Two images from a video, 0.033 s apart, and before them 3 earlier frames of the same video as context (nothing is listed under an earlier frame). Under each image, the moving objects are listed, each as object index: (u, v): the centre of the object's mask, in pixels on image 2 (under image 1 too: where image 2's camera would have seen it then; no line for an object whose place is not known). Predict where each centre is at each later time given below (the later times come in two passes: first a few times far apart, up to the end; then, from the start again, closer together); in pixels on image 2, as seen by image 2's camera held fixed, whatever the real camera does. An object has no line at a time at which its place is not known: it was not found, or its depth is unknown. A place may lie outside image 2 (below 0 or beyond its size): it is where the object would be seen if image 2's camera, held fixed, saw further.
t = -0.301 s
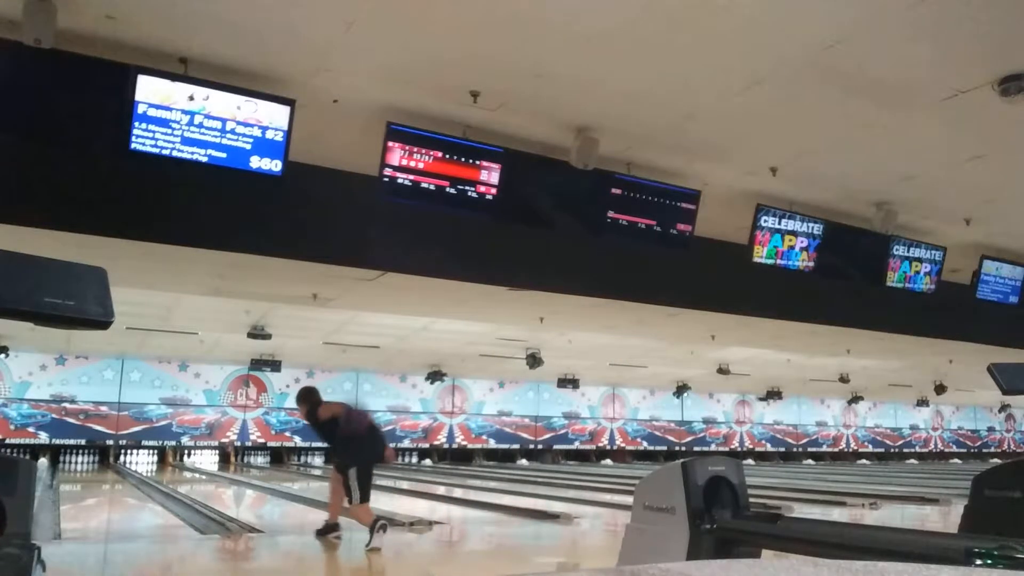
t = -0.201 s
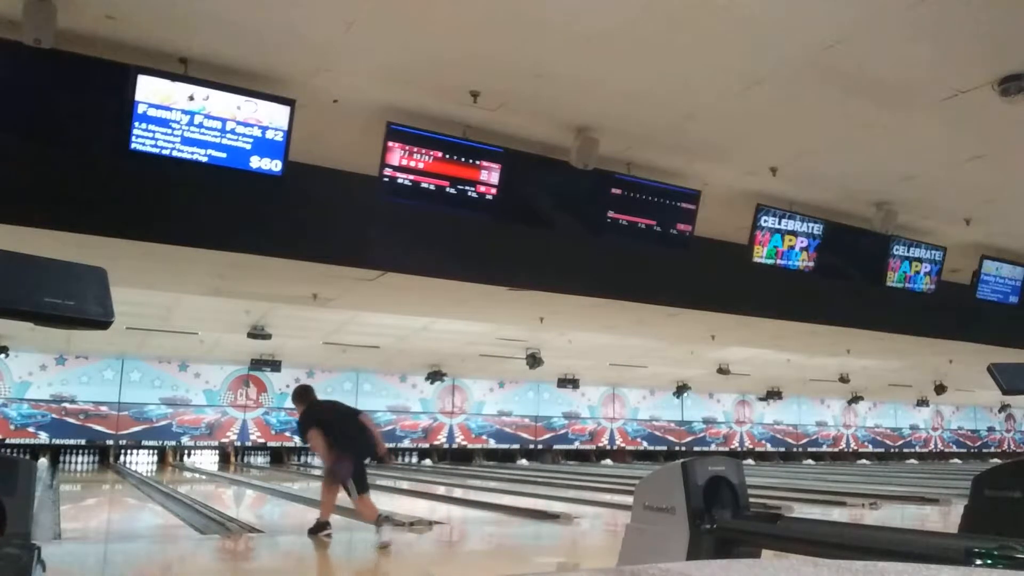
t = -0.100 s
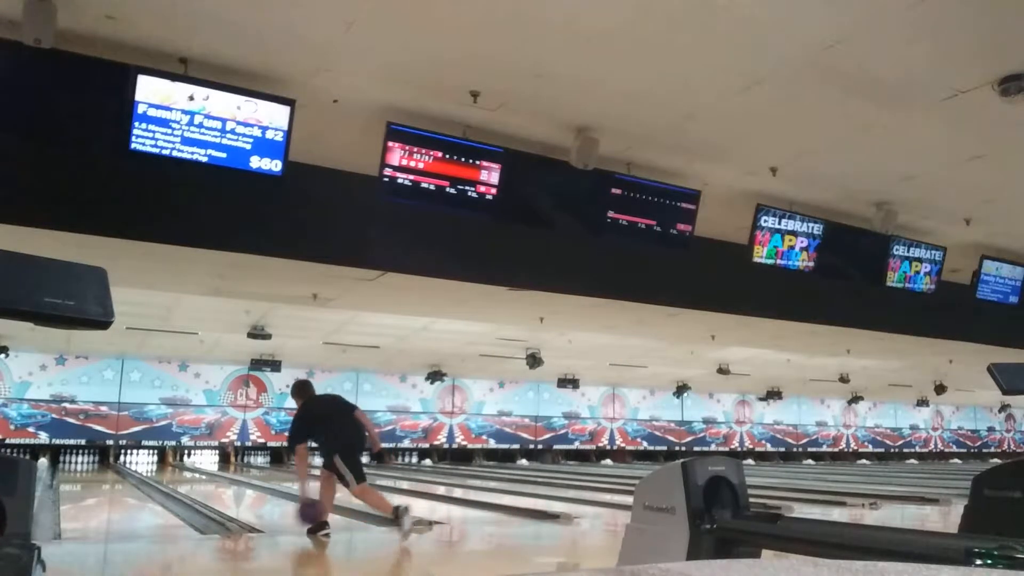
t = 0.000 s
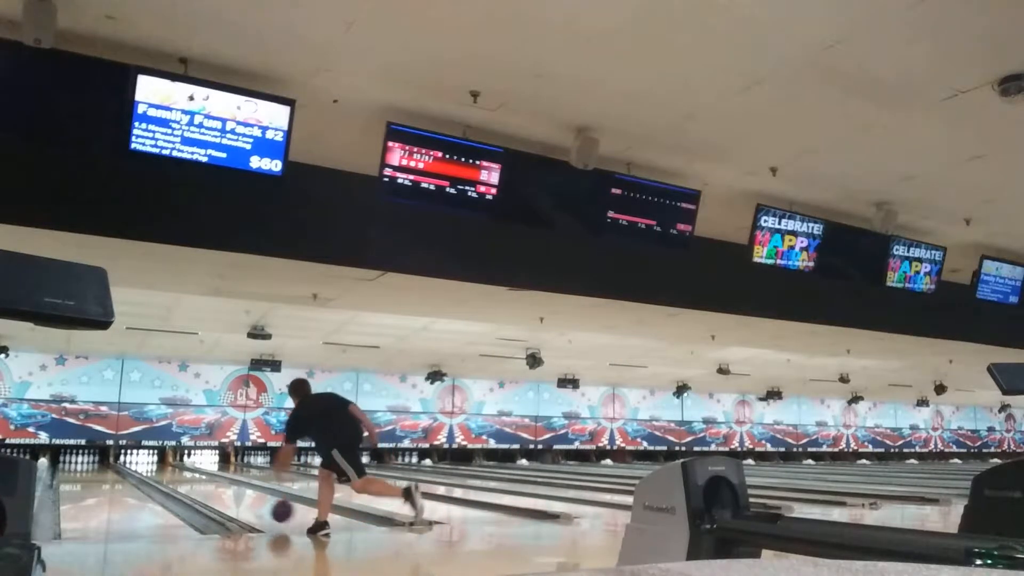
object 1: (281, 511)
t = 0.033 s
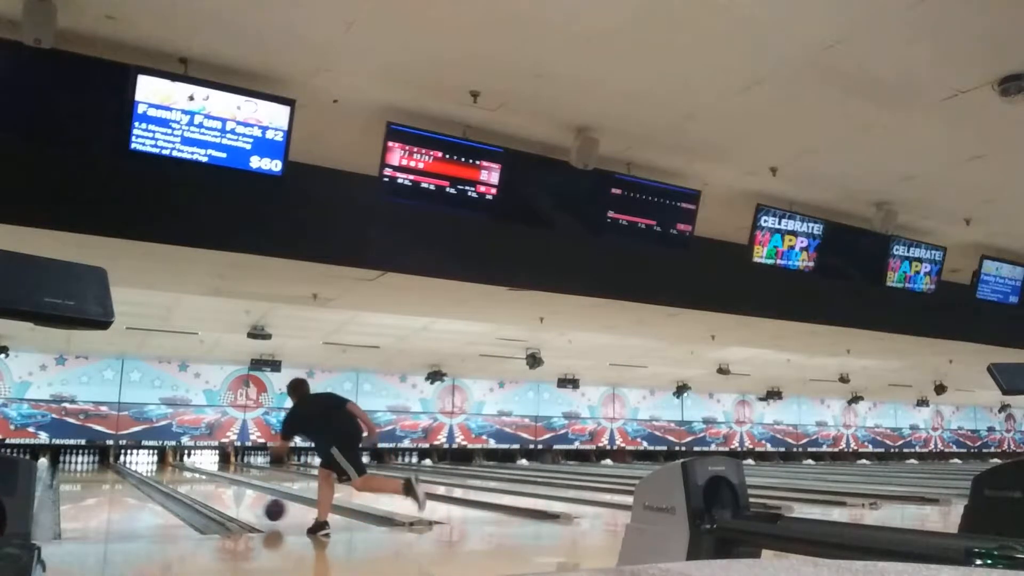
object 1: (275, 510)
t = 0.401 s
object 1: (219, 492)
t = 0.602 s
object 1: (199, 486)
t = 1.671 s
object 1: (149, 466)
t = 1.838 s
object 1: (146, 464)
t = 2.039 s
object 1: (142, 462)
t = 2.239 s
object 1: (139, 461)
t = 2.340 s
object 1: (140, 461)
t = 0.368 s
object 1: (222, 494)
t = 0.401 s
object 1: (219, 492)
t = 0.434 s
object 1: (215, 491)
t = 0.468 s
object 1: (212, 490)
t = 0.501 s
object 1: (209, 488)
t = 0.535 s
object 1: (205, 487)
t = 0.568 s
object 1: (202, 486)
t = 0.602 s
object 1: (199, 486)
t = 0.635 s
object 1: (197, 484)
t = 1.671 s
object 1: (149, 466)
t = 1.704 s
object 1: (149, 466)
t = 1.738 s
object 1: (148, 465)
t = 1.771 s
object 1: (147, 464)
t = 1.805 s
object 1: (147, 464)
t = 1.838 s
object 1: (146, 464)
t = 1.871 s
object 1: (145, 463)
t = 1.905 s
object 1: (145, 463)
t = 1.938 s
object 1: (144, 463)
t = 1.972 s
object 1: (144, 463)
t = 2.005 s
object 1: (143, 462)
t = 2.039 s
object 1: (142, 462)
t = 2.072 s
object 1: (141, 462)
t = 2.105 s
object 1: (140, 462)
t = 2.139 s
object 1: (140, 462)
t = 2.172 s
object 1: (140, 462)
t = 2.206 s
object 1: (140, 462)
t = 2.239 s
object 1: (139, 461)
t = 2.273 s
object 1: (140, 459)
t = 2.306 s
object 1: (139, 461)
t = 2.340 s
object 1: (140, 461)
